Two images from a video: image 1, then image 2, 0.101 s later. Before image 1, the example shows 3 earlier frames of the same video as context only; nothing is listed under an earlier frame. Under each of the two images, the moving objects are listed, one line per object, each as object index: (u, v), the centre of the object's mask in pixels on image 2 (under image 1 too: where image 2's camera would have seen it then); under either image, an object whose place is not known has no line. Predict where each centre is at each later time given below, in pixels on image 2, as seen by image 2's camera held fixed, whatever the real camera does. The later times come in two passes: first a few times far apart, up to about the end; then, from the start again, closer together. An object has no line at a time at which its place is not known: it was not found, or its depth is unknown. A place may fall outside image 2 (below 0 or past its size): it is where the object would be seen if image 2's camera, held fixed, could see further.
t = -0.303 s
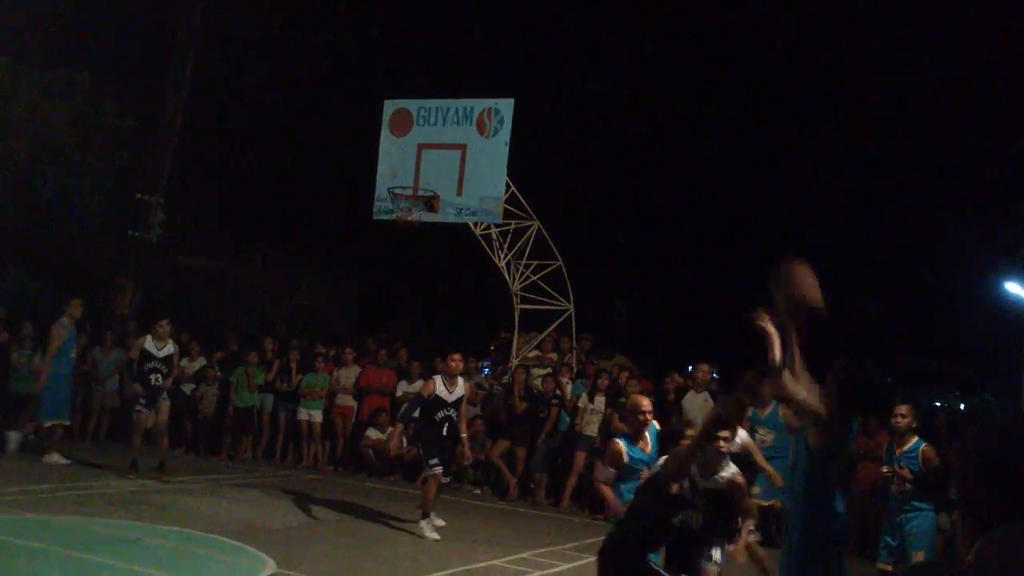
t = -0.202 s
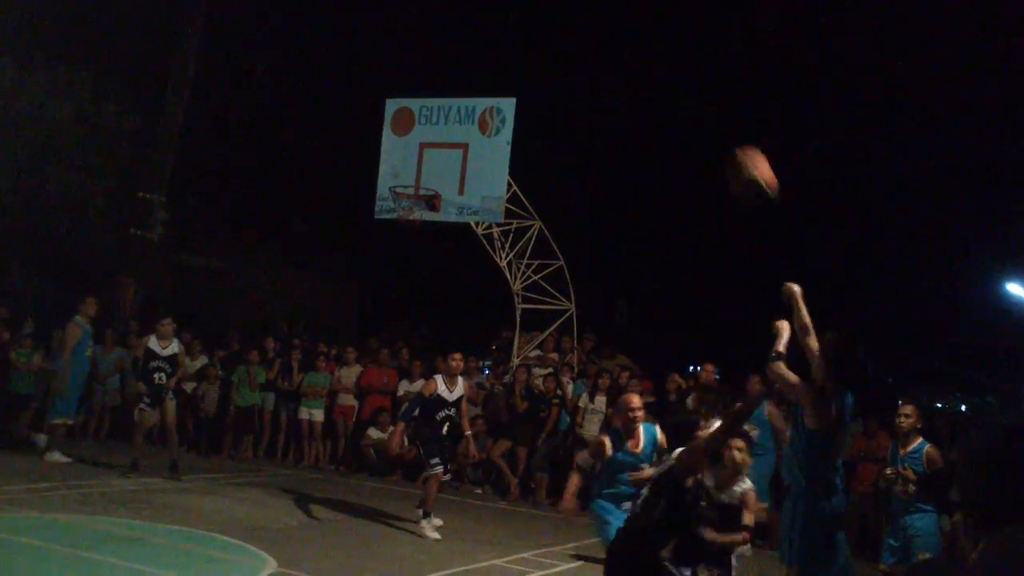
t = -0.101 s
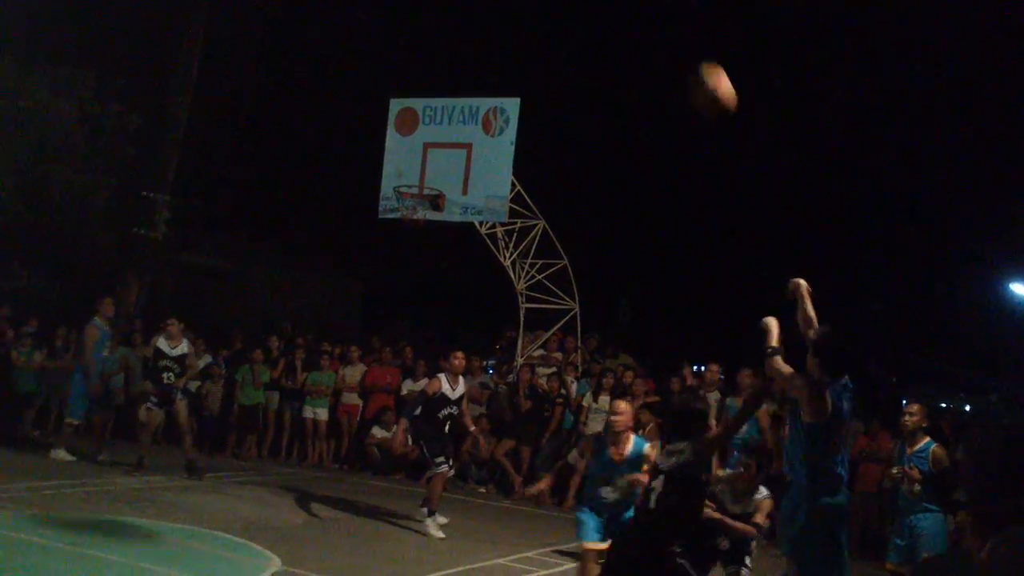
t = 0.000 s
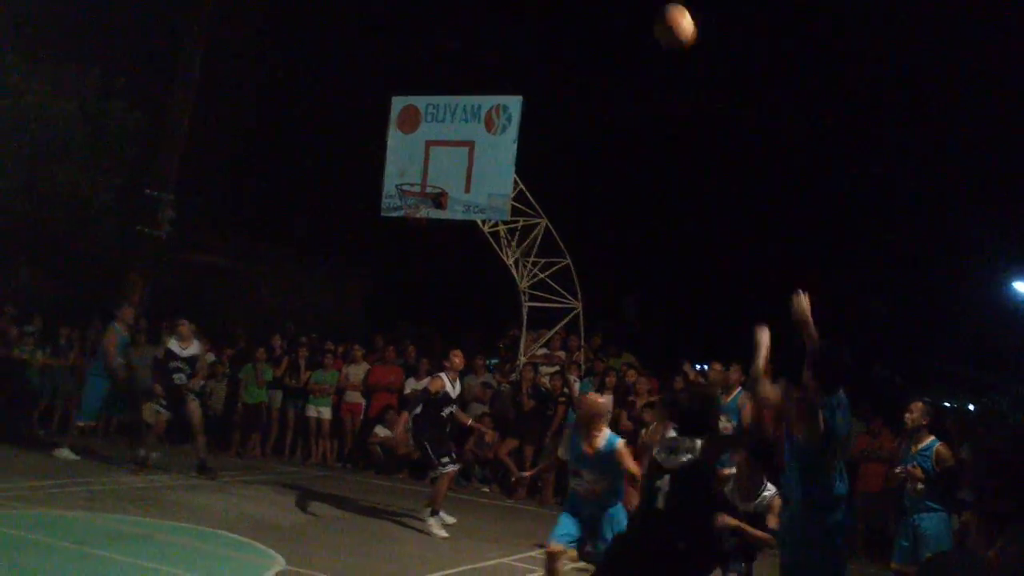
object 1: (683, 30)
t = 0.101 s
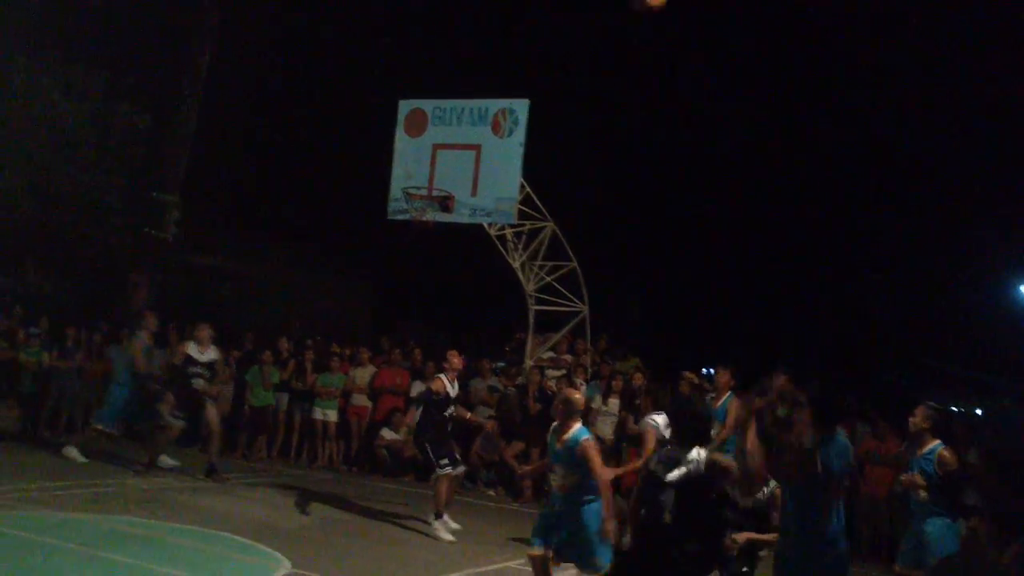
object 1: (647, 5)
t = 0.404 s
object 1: (554, -17)
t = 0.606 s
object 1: (507, 19)
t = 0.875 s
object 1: (445, 132)
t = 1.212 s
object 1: (423, 281)
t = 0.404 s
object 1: (554, -17)
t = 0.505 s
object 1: (533, -7)
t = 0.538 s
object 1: (523, 0)
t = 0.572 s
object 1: (515, 10)
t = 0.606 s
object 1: (507, 19)
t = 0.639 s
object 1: (498, 30)
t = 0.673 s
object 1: (490, 43)
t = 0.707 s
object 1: (482, 56)
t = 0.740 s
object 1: (474, 68)
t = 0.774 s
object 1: (467, 83)
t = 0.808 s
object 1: (460, 97)
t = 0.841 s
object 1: (453, 118)
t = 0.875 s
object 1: (445, 132)
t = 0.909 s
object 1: (438, 151)
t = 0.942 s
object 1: (429, 169)
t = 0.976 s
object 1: (421, 189)
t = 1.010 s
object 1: (419, 210)
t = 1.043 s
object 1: (419, 220)
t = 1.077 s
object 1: (420, 231)
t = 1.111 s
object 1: (420, 241)
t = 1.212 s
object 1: (423, 281)
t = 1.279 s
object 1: (424, 311)
